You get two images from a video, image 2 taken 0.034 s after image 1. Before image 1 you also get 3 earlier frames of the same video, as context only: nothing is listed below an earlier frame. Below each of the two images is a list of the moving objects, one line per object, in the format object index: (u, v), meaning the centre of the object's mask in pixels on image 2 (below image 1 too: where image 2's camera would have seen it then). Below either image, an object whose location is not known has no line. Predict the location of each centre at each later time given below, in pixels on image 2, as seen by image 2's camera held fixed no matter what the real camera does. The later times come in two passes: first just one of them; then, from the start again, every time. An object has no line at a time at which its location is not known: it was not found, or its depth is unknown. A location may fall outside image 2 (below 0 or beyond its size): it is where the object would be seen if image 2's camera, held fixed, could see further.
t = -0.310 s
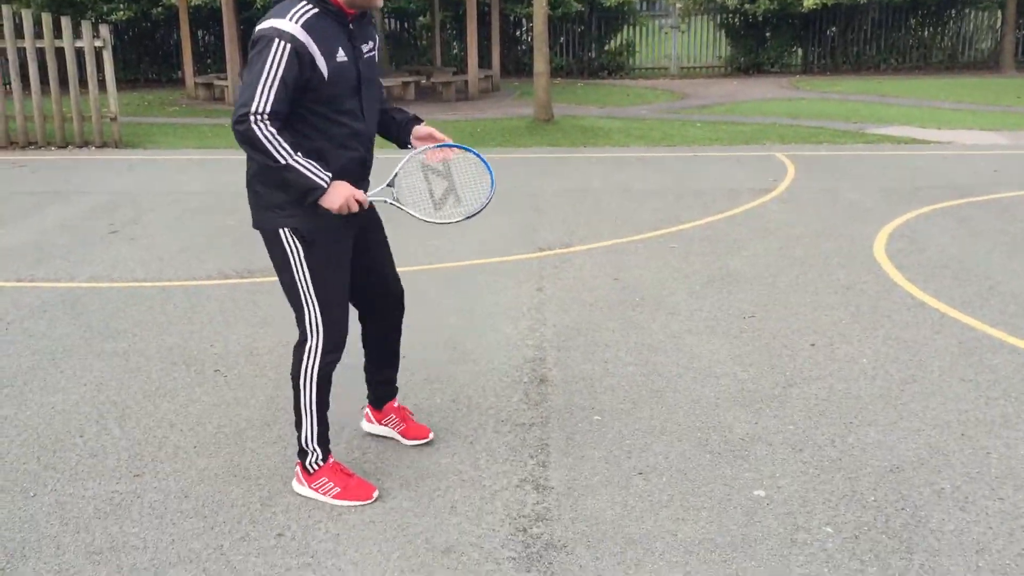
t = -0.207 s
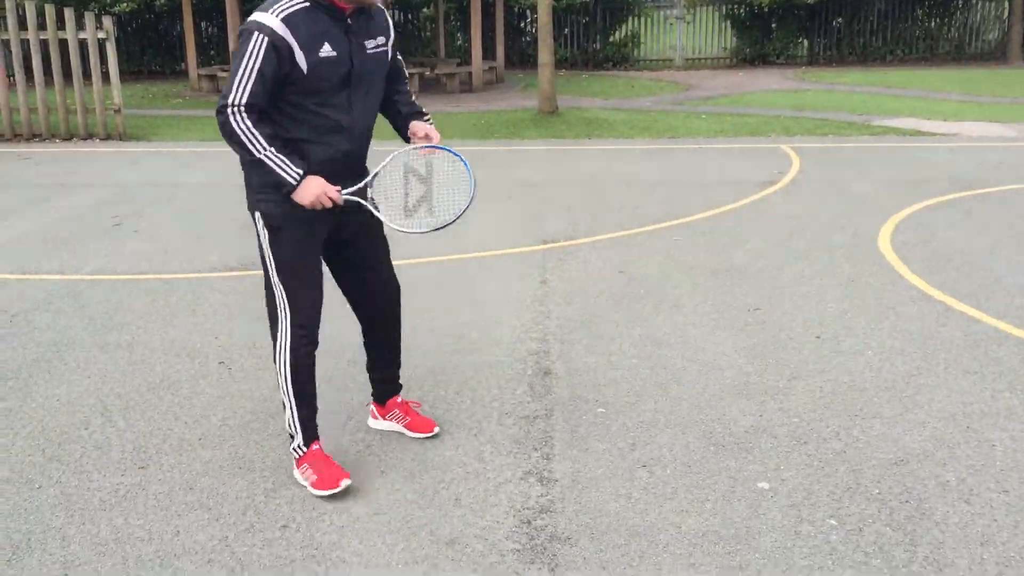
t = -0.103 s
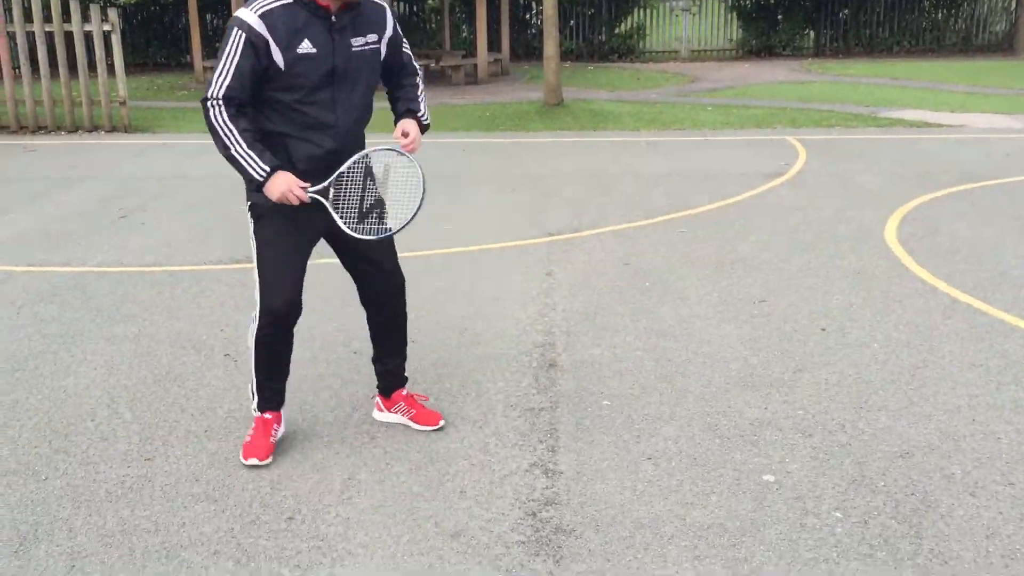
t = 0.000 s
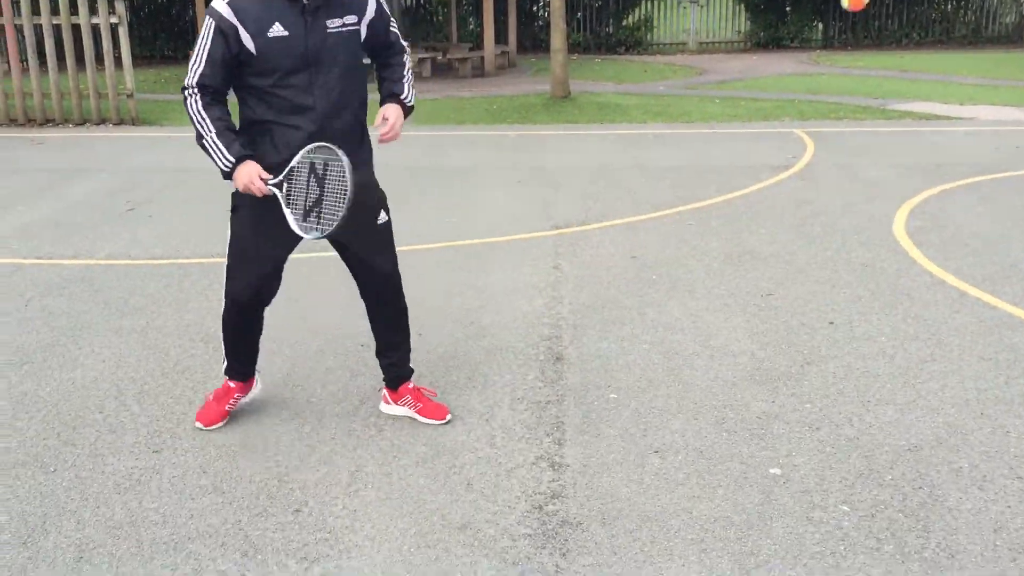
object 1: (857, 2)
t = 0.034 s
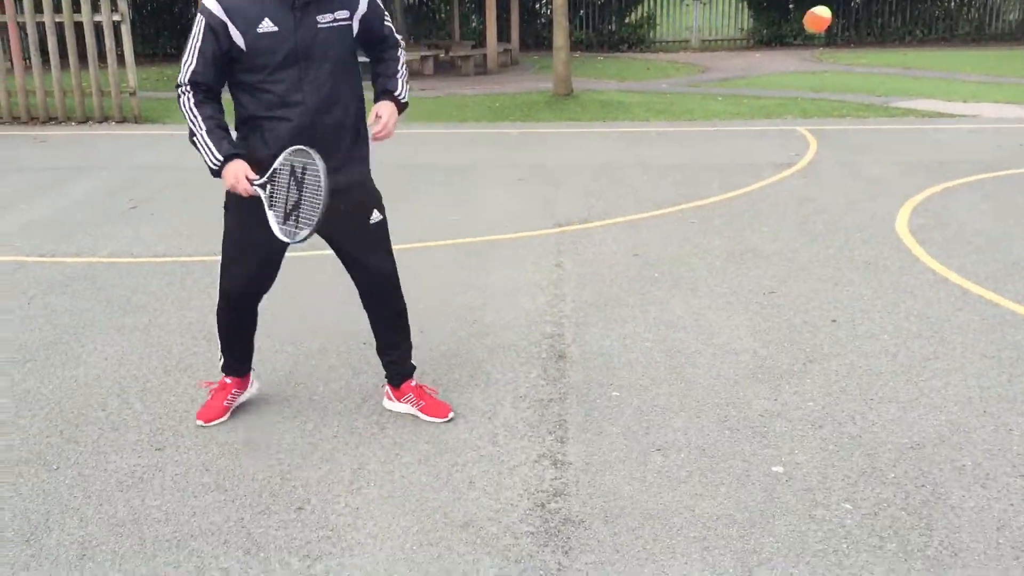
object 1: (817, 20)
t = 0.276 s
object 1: (543, 292)
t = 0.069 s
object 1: (777, 47)
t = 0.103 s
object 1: (736, 80)
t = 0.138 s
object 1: (696, 115)
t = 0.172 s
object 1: (656, 154)
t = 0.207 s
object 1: (616, 197)
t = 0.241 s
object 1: (579, 244)
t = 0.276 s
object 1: (543, 292)
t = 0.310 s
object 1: (506, 343)
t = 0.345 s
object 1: (470, 399)
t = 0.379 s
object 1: (437, 455)
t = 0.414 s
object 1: (408, 473)
